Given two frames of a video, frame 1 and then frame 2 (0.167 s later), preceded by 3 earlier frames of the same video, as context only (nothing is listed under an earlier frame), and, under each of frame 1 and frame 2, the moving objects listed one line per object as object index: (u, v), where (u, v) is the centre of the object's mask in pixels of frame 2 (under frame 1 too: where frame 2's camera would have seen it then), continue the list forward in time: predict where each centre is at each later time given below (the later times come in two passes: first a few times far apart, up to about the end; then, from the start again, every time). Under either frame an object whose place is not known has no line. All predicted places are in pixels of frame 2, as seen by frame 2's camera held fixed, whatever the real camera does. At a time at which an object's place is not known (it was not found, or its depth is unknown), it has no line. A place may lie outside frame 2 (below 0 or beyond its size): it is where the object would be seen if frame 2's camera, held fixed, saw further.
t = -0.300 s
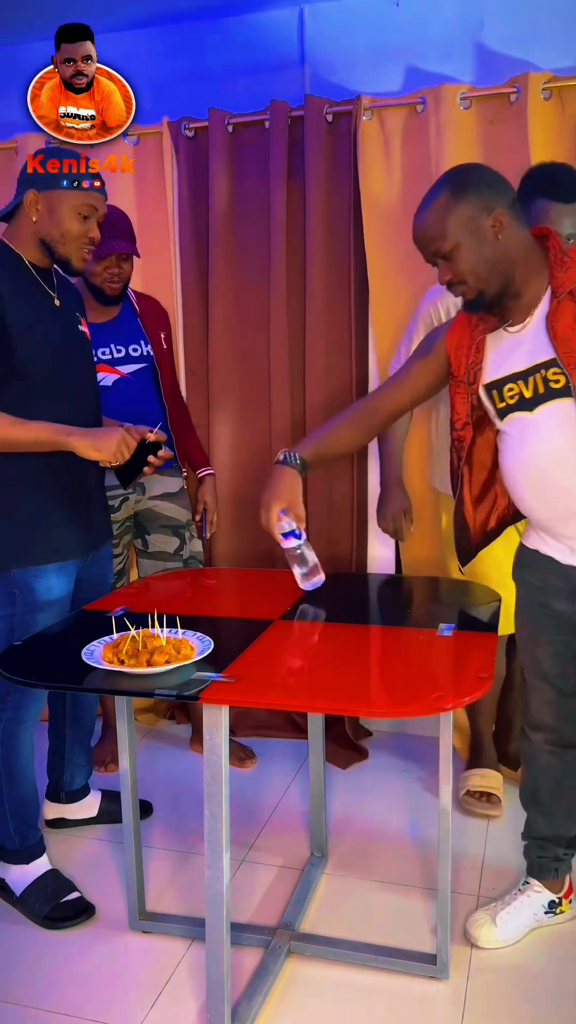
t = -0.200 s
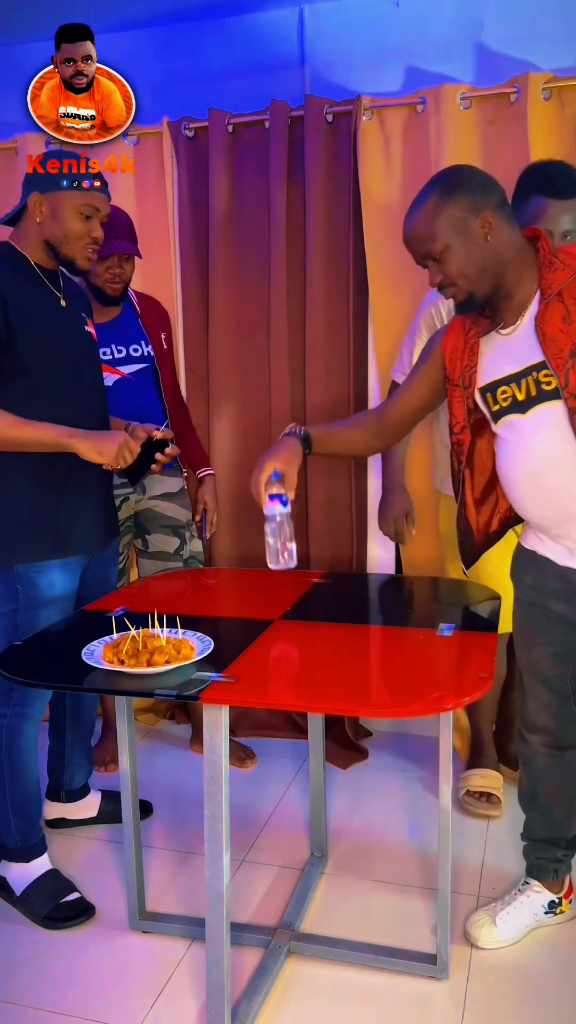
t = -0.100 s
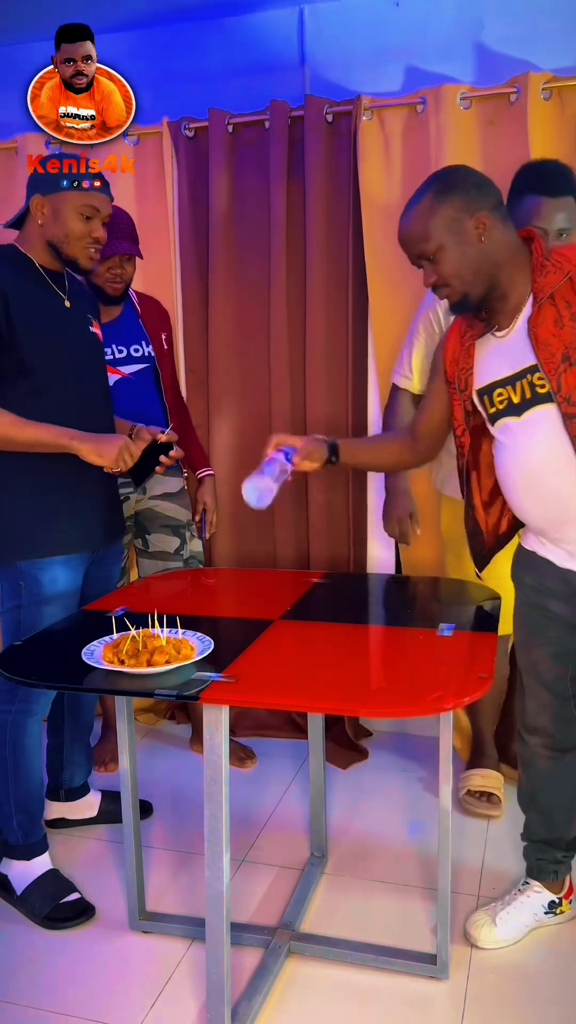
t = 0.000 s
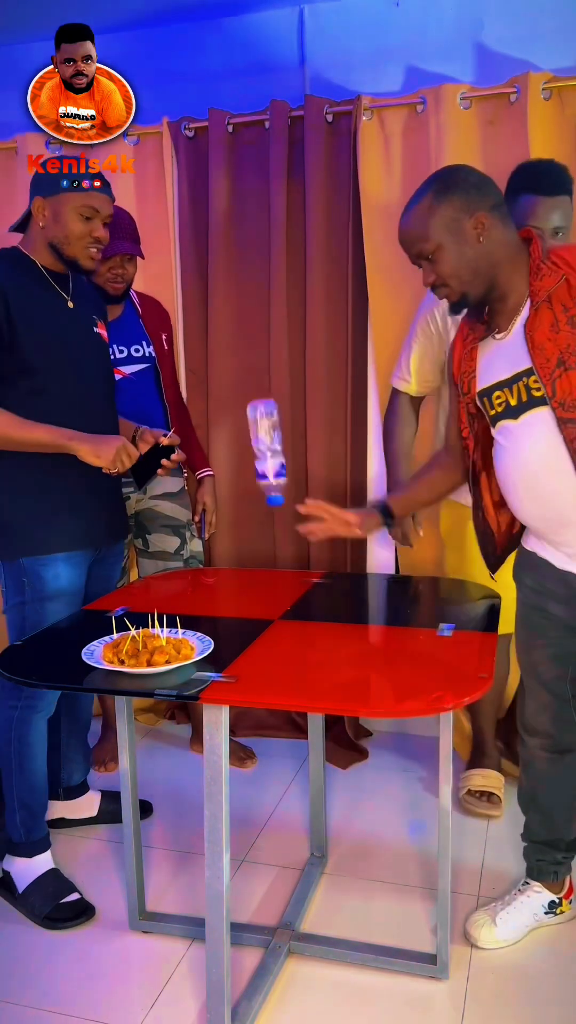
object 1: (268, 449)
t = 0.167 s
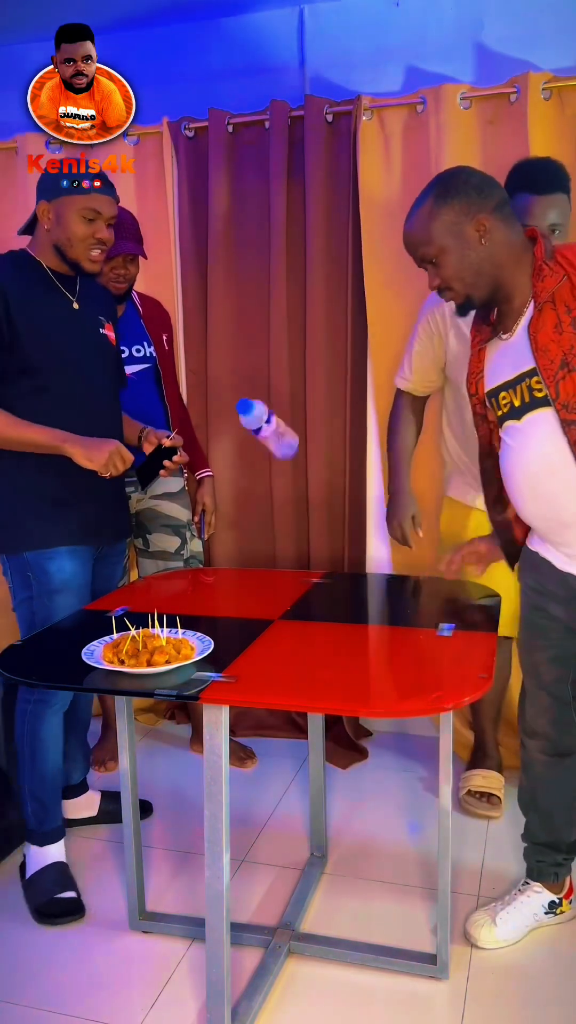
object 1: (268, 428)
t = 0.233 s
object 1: (273, 465)
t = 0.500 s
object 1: (291, 558)
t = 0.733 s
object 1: (298, 578)
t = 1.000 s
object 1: (300, 578)
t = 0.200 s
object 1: (271, 444)
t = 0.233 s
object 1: (273, 465)
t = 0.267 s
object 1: (275, 491)
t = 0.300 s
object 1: (277, 521)
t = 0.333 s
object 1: (280, 556)
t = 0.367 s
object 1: (280, 559)
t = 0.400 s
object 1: (283, 557)
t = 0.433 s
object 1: (286, 556)
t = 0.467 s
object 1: (288, 556)
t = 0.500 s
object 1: (291, 558)
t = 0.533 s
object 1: (294, 562)
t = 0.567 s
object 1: (297, 569)
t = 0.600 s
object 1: (299, 579)
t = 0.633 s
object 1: (300, 579)
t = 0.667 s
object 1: (300, 578)
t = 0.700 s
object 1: (299, 578)
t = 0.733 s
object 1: (298, 578)
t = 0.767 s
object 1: (299, 578)
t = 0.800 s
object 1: (299, 578)
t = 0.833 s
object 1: (300, 578)
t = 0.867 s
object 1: (300, 578)
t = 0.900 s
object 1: (300, 578)
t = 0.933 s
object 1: (300, 578)
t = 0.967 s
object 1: (300, 578)
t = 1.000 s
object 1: (300, 578)
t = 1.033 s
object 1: (300, 578)
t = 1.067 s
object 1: (299, 578)
